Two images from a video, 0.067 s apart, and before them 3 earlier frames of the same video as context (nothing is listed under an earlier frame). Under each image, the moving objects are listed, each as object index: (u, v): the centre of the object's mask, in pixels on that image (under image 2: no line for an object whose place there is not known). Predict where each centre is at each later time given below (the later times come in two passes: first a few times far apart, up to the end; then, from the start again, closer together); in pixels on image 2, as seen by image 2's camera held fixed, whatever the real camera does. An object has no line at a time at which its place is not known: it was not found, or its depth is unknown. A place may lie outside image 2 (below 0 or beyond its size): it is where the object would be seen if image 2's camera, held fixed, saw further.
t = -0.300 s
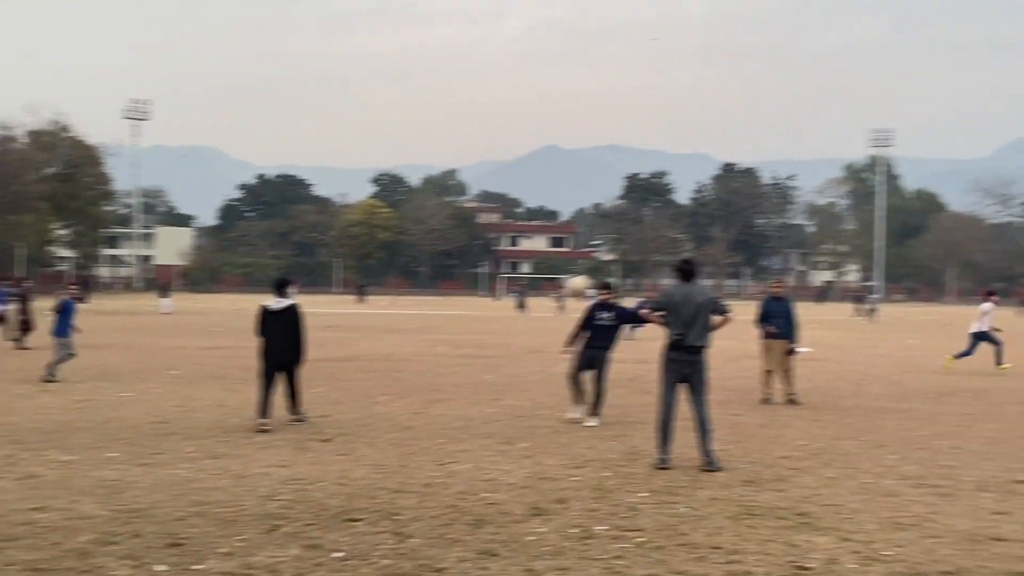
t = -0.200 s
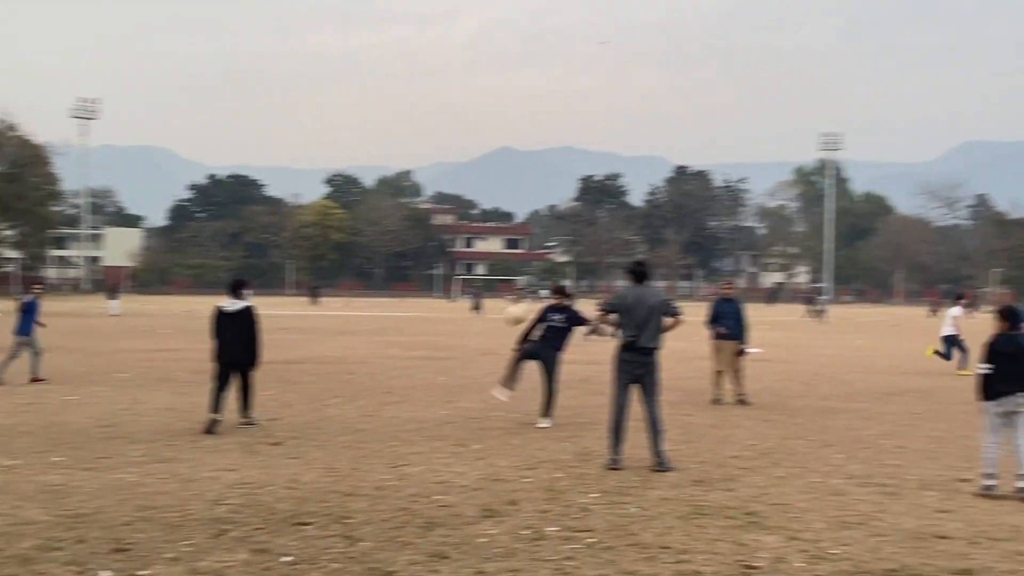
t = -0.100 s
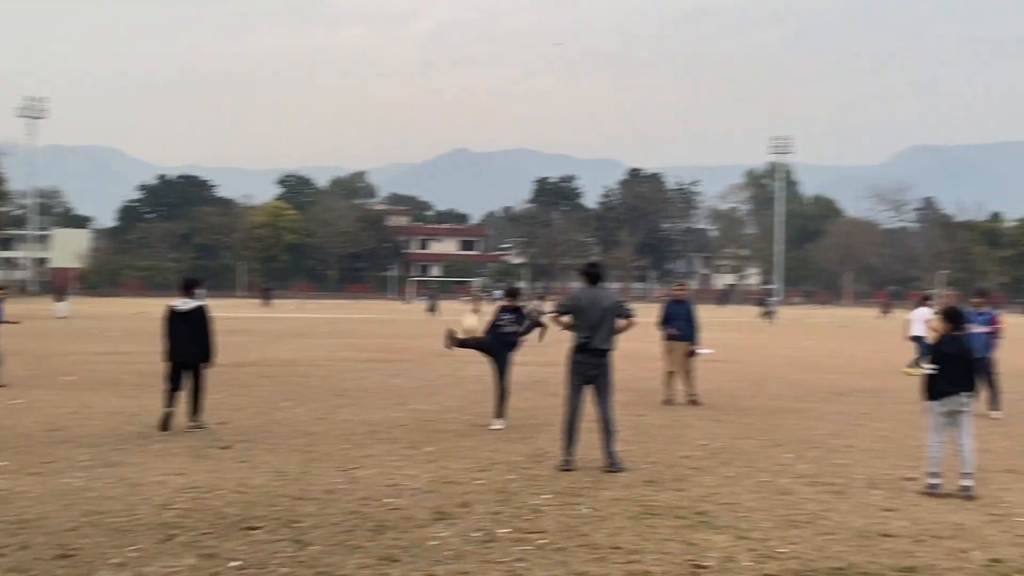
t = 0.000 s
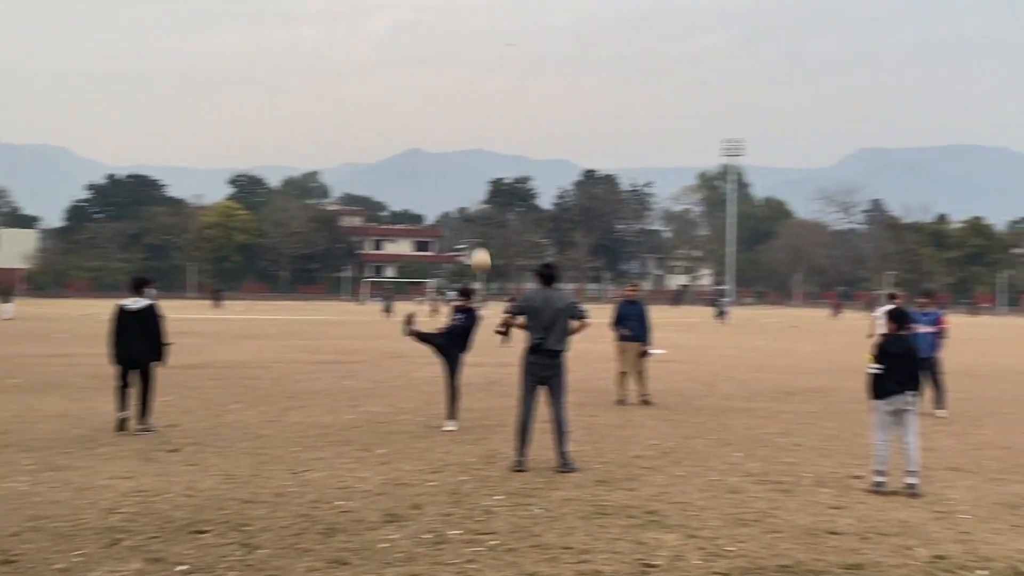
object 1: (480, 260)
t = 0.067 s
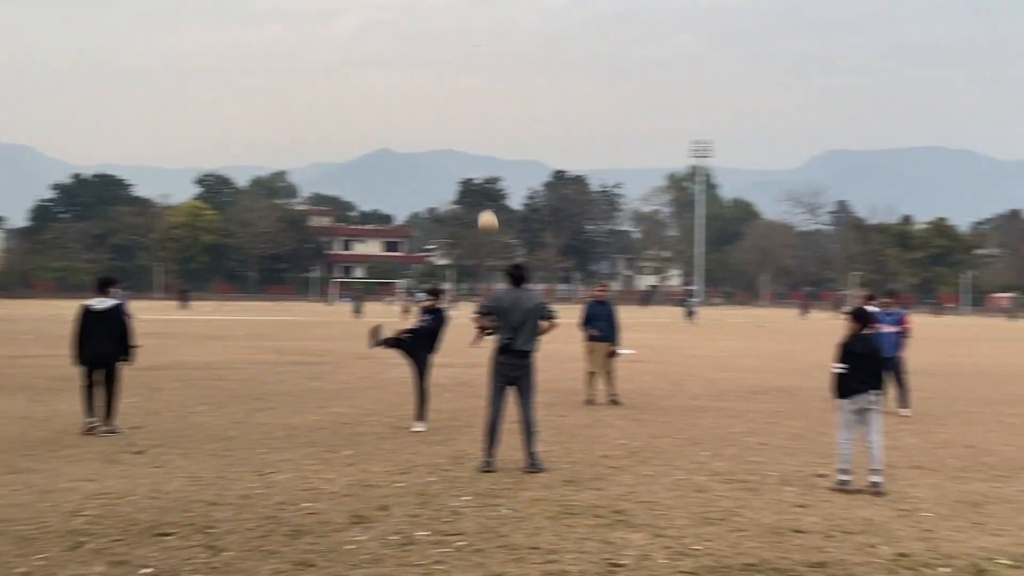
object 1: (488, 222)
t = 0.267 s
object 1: (600, 131)
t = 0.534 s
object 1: (752, 69)
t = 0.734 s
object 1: (869, 65)
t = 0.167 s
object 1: (545, 174)
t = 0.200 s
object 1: (563, 159)
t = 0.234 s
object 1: (581, 145)
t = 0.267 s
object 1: (600, 131)
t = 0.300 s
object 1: (619, 120)
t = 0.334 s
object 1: (638, 109)
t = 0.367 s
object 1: (657, 100)
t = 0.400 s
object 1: (676, 92)
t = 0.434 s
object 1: (694, 85)
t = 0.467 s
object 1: (714, 78)
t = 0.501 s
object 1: (733, 73)
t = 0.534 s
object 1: (752, 69)
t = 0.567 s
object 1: (772, 65)
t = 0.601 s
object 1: (791, 63)
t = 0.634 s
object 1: (811, 62)
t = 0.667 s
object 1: (830, 62)
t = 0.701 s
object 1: (850, 63)
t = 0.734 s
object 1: (869, 65)
